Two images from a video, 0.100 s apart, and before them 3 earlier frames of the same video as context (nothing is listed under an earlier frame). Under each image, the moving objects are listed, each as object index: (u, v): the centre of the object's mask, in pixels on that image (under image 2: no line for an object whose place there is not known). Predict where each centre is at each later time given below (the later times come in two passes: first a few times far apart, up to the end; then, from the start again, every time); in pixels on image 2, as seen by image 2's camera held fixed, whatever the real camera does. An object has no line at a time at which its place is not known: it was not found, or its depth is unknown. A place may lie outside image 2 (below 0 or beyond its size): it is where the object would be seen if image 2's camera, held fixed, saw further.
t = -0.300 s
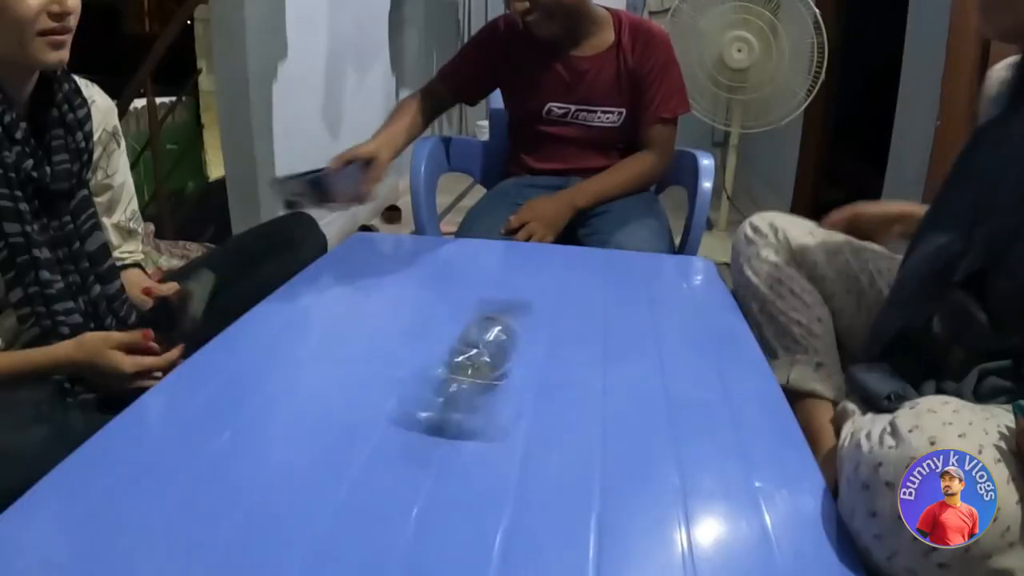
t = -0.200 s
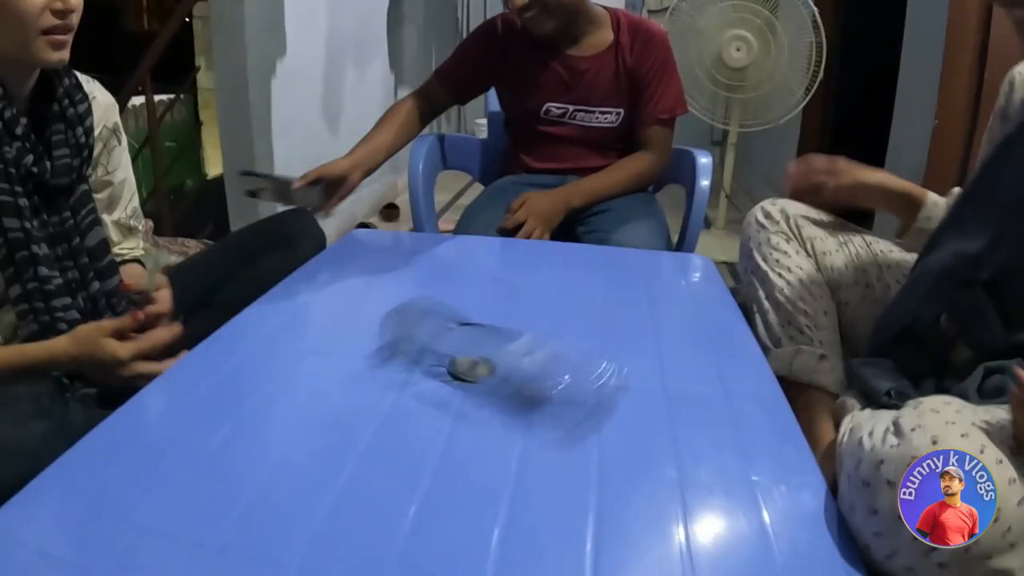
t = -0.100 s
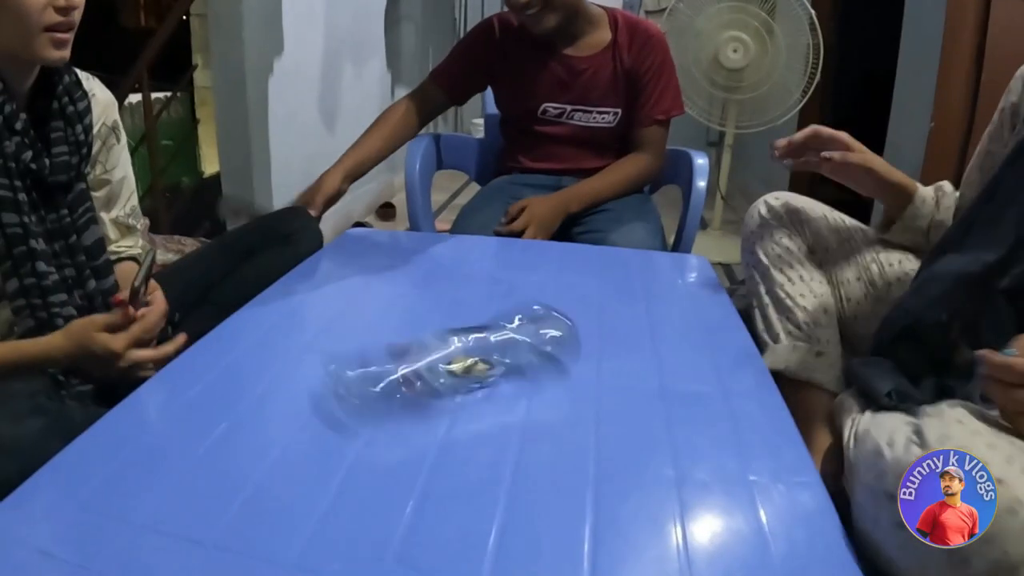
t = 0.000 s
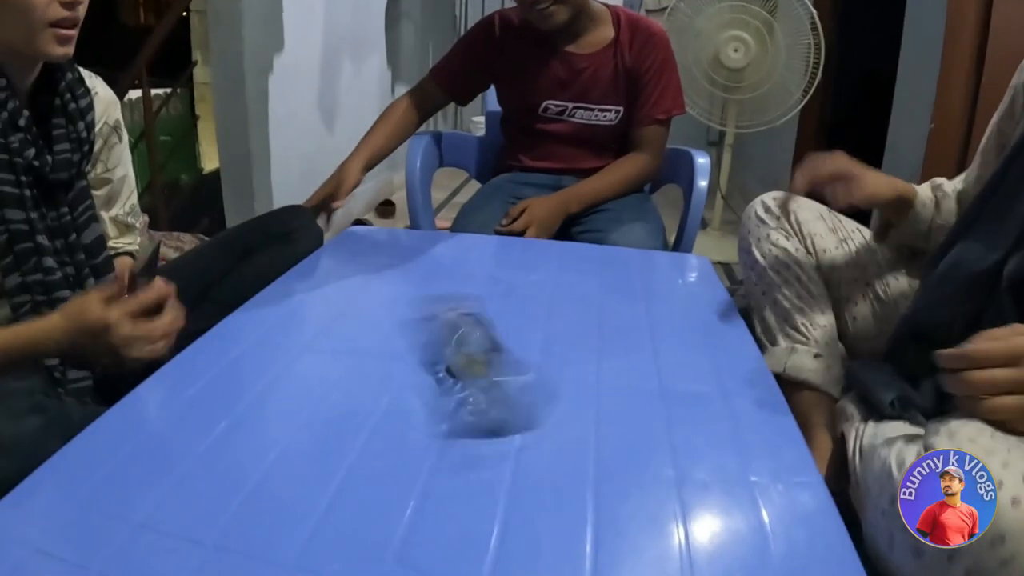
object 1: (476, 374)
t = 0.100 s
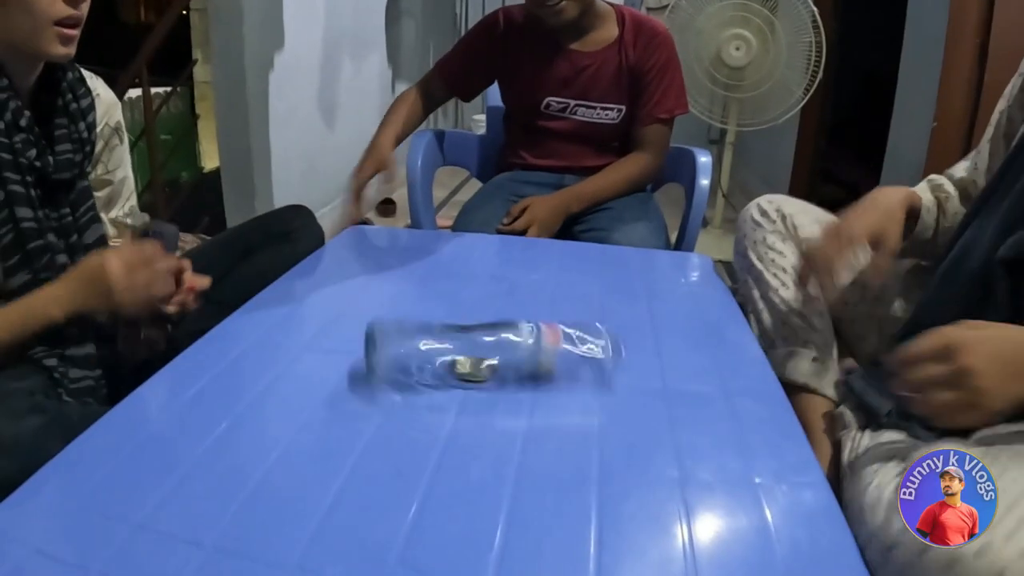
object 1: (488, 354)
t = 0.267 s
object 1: (455, 361)
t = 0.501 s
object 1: (485, 354)
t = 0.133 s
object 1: (494, 360)
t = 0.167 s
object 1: (487, 370)
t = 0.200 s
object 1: (467, 362)
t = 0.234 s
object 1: (454, 372)
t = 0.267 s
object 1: (455, 361)
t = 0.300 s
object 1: (470, 353)
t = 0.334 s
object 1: (486, 357)
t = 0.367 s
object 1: (486, 366)
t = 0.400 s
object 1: (477, 372)
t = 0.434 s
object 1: (465, 366)
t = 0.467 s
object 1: (474, 356)
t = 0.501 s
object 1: (485, 354)
